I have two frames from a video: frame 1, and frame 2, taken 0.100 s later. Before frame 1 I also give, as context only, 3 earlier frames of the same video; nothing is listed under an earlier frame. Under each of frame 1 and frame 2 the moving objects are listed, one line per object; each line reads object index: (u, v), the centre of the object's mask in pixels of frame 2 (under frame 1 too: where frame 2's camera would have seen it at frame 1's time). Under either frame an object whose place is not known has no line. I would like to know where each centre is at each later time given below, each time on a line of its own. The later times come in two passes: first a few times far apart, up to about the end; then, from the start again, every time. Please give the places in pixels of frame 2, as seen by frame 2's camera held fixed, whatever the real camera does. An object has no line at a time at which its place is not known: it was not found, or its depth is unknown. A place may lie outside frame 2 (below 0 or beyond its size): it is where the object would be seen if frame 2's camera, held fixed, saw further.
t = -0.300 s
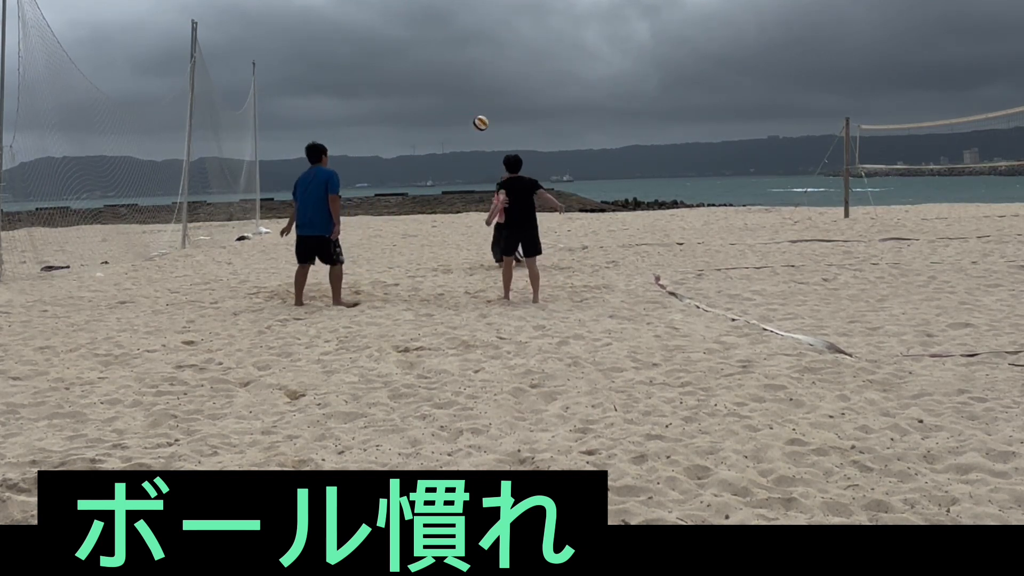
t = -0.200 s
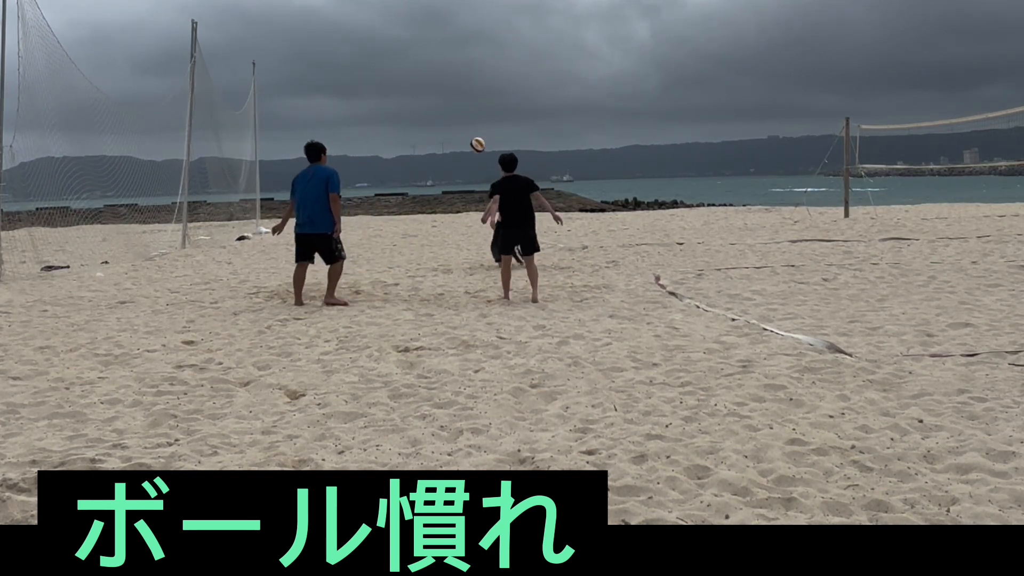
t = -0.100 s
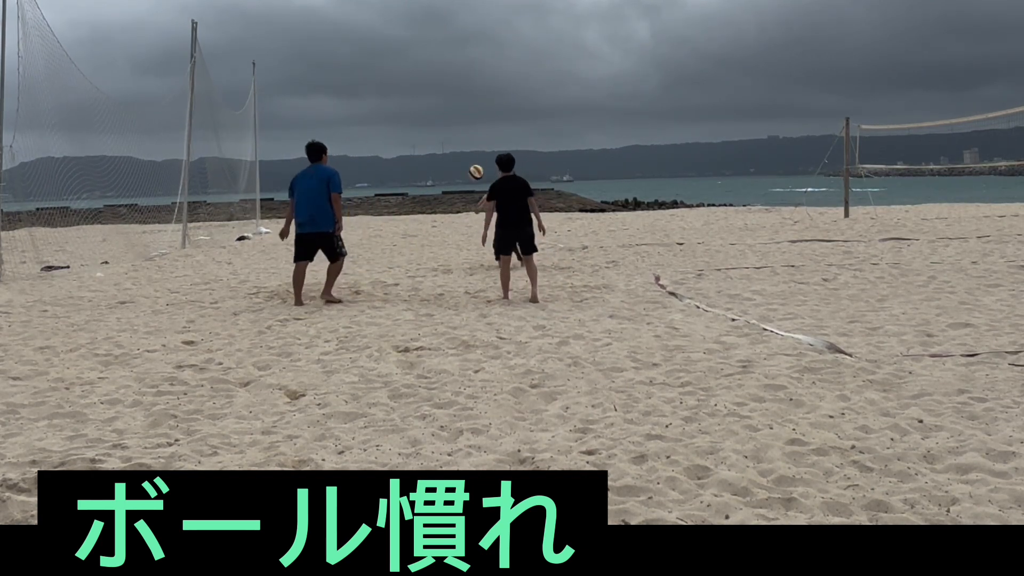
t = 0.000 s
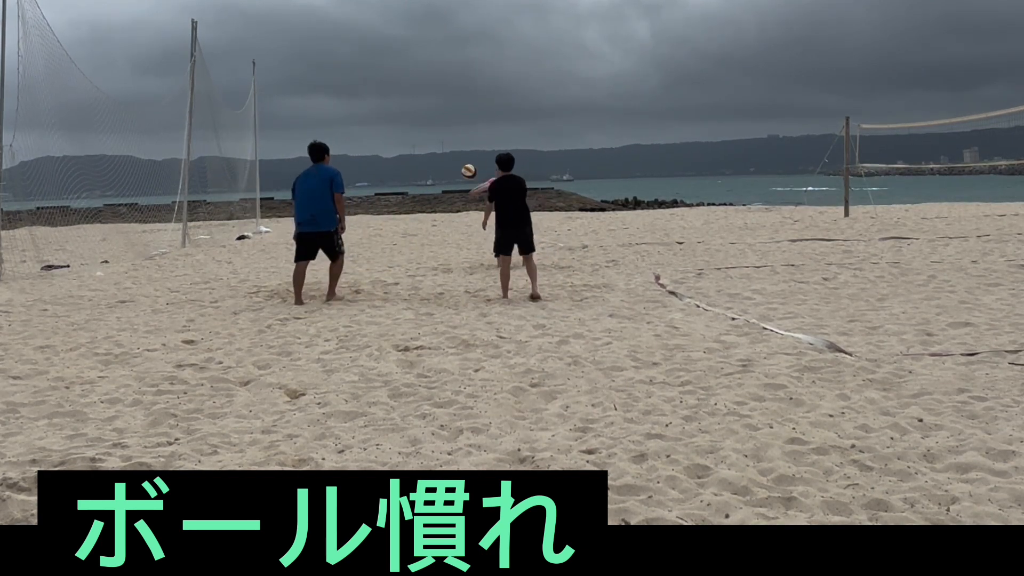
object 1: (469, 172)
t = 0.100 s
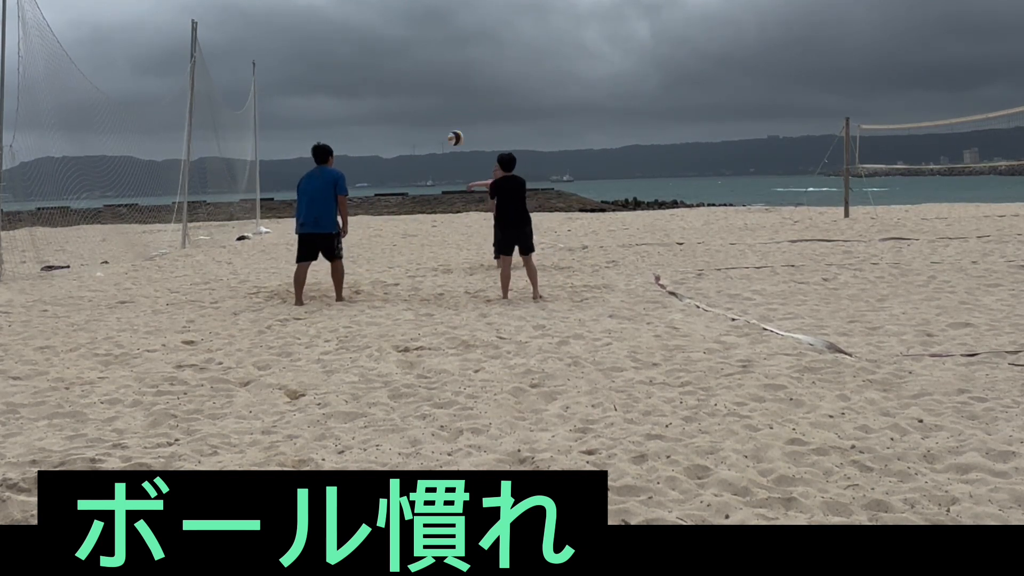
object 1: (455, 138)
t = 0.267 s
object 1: (434, 95)
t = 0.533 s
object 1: (401, 70)
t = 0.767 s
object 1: (373, 92)
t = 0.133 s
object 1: (451, 128)
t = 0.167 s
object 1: (447, 119)
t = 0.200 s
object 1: (443, 110)
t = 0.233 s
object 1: (439, 102)
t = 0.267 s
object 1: (434, 95)
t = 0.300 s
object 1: (430, 89)
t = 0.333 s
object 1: (426, 84)
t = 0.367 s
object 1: (422, 80)
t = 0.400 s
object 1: (417, 76)
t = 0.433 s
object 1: (414, 73)
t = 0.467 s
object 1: (409, 72)
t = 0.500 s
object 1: (406, 70)
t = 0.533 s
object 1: (401, 70)
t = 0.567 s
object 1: (397, 70)
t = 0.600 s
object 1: (393, 72)
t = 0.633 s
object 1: (389, 74)
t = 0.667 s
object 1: (385, 78)
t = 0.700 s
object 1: (381, 82)
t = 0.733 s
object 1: (377, 86)
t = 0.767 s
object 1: (373, 92)
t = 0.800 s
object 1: (369, 98)
